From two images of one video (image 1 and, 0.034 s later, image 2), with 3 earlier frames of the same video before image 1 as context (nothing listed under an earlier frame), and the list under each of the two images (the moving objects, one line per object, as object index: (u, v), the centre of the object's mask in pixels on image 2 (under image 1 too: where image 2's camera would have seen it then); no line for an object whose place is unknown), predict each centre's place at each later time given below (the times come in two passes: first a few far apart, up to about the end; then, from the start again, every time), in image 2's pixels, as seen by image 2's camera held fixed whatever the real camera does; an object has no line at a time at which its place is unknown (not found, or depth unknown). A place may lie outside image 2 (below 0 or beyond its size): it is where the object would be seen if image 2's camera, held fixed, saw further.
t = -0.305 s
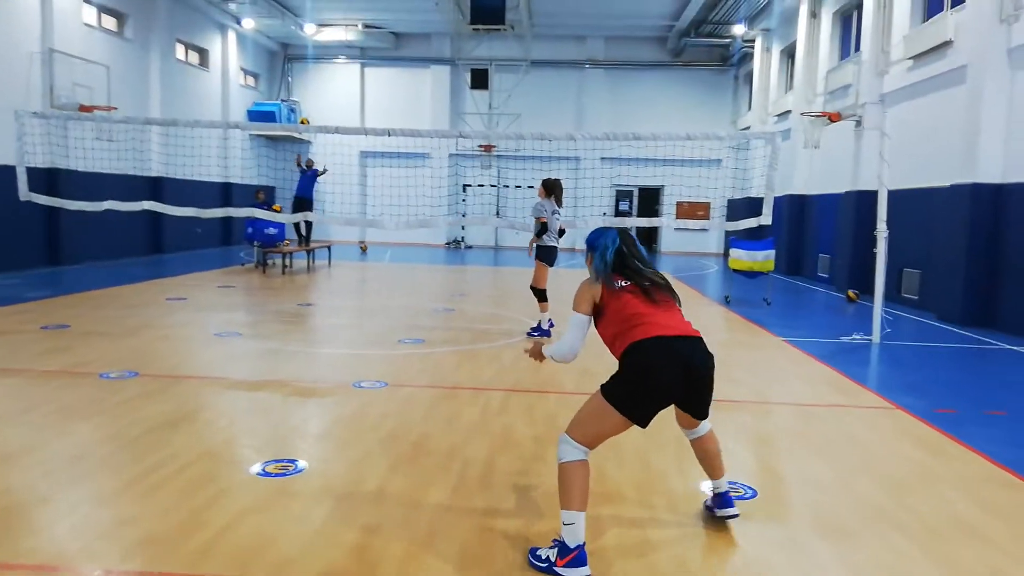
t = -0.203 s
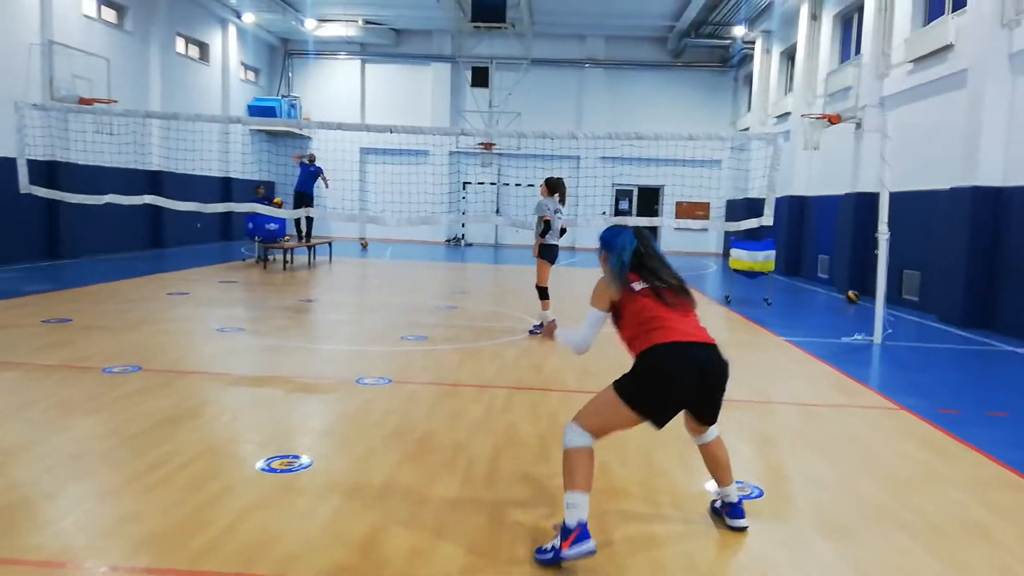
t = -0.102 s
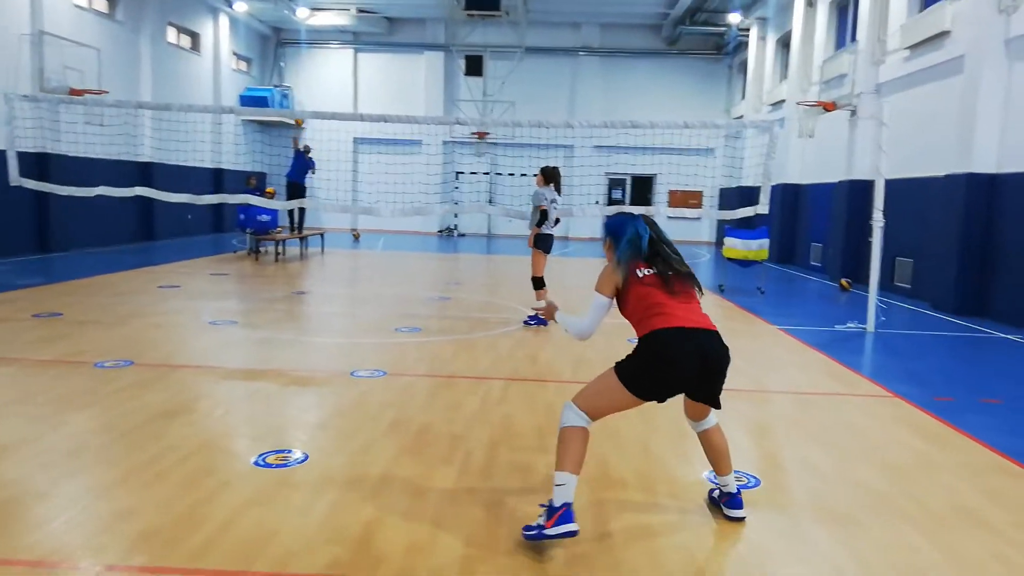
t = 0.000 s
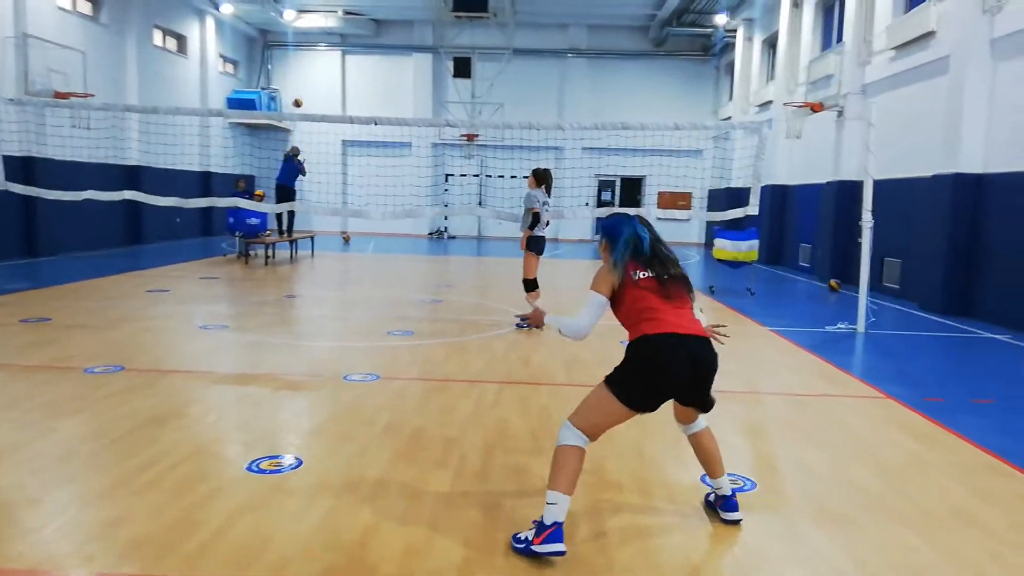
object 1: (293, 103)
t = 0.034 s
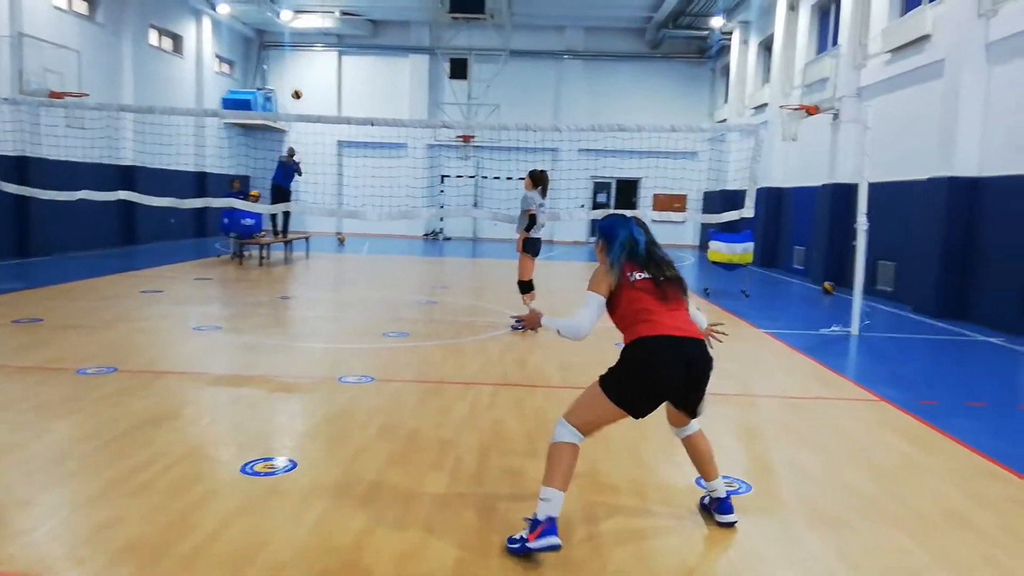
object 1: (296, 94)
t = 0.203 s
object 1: (315, 55)
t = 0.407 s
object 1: (347, 23)
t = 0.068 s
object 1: (300, 86)
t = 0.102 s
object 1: (304, 77)
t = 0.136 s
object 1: (307, 69)
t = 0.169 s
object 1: (311, 62)
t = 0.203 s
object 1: (315, 55)
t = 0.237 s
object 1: (319, 47)
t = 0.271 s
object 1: (324, 40)
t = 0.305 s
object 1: (329, 35)
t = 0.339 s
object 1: (335, 30)
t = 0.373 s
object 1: (341, 25)
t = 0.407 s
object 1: (347, 23)
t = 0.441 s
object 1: (354, 22)
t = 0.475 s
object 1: (362, 22)
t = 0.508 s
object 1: (370, 22)
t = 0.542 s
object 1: (379, 22)
